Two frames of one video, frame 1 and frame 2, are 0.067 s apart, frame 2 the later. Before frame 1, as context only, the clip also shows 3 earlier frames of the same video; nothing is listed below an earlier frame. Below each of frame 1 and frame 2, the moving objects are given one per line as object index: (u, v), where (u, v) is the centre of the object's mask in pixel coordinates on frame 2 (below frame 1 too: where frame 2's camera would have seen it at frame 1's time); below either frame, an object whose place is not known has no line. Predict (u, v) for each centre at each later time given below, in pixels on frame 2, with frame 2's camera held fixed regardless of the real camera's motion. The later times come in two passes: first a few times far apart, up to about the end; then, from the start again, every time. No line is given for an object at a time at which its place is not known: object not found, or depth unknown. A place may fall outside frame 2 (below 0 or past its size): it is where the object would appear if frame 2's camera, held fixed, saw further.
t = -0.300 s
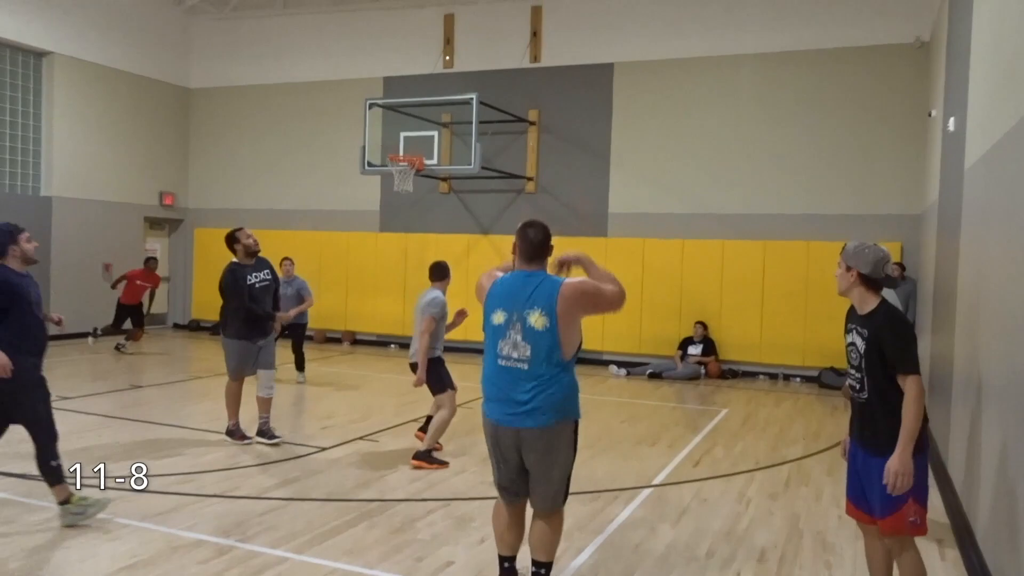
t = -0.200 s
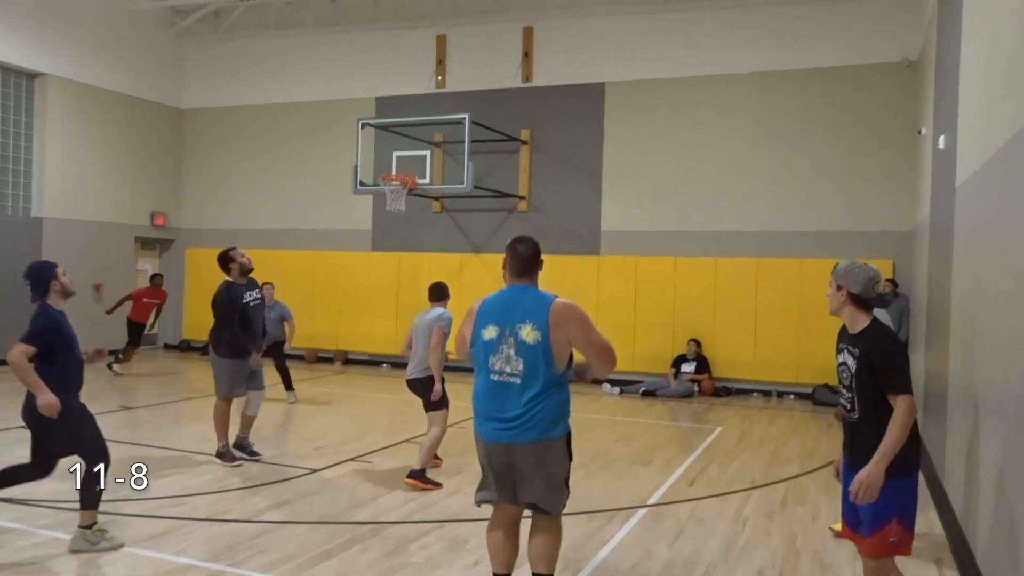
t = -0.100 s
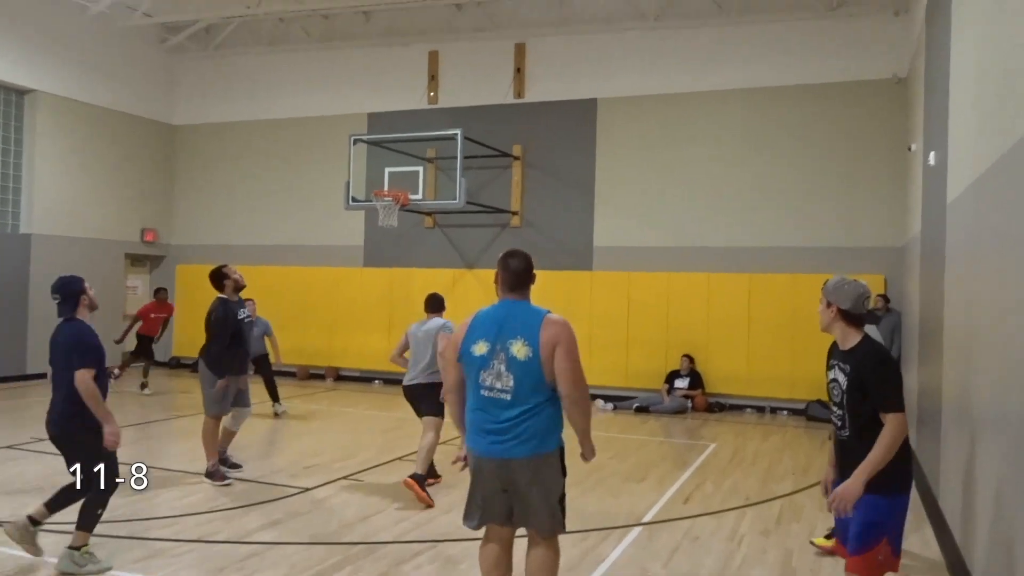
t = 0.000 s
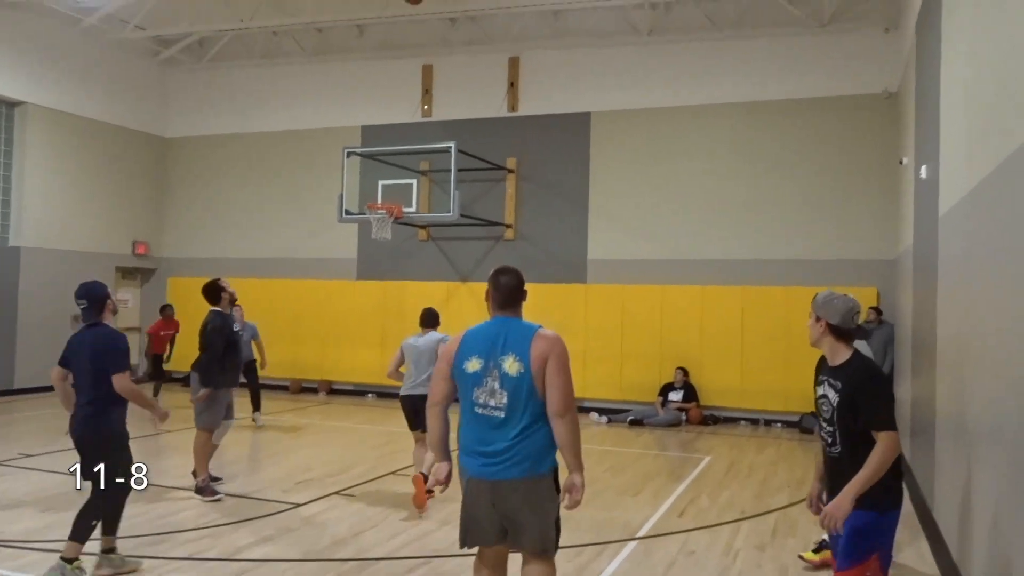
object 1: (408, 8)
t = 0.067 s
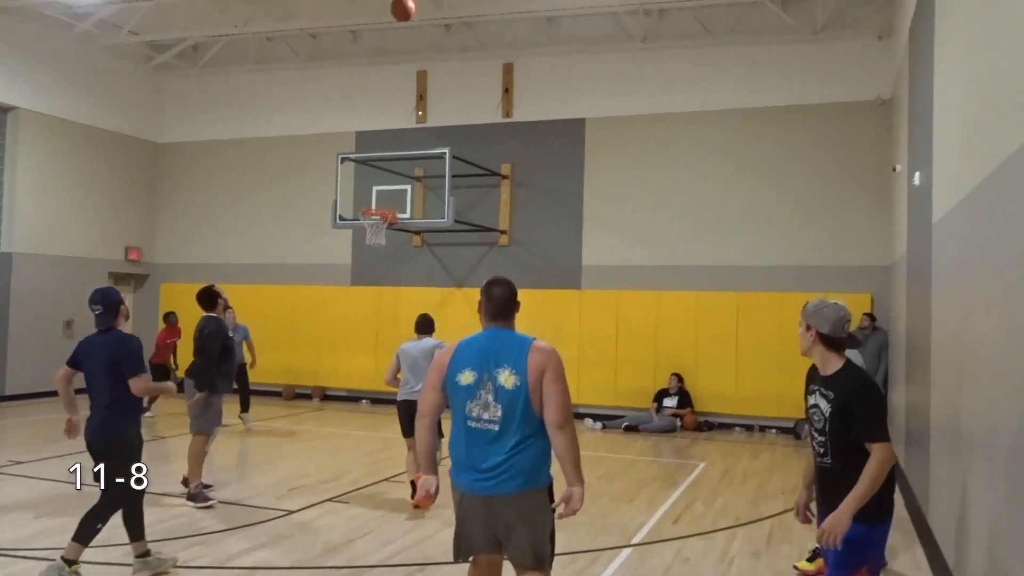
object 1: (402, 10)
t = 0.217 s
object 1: (391, 44)
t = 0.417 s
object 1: (377, 110)
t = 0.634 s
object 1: (366, 197)
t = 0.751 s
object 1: (390, 189)
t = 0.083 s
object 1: (401, 12)
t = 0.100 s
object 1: (400, 16)
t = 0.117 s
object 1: (399, 19)
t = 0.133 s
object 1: (397, 23)
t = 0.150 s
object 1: (396, 27)
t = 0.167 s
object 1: (395, 31)
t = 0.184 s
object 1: (394, 36)
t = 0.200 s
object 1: (392, 40)
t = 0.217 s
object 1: (391, 44)
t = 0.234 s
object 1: (390, 49)
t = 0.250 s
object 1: (388, 55)
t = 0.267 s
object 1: (387, 59)
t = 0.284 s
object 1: (386, 64)
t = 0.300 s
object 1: (385, 70)
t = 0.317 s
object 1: (384, 75)
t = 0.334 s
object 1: (383, 81)
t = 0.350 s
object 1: (381, 87)
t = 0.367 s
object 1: (380, 92)
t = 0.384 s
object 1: (379, 98)
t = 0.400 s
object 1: (378, 104)
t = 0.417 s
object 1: (377, 110)
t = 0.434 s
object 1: (376, 117)
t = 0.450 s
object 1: (375, 123)
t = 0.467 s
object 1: (374, 129)
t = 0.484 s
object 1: (374, 136)
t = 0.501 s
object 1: (373, 143)
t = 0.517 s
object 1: (373, 150)
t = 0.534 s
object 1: (371, 156)
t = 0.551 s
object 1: (370, 162)
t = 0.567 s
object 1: (369, 169)
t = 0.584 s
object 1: (368, 176)
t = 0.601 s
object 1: (367, 183)
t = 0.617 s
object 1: (367, 191)
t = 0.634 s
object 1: (366, 197)
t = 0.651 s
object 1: (365, 203)
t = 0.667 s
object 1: (367, 205)
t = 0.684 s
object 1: (371, 202)
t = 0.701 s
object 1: (375, 198)
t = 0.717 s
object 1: (380, 195)
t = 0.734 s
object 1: (385, 192)
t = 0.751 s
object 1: (390, 189)
